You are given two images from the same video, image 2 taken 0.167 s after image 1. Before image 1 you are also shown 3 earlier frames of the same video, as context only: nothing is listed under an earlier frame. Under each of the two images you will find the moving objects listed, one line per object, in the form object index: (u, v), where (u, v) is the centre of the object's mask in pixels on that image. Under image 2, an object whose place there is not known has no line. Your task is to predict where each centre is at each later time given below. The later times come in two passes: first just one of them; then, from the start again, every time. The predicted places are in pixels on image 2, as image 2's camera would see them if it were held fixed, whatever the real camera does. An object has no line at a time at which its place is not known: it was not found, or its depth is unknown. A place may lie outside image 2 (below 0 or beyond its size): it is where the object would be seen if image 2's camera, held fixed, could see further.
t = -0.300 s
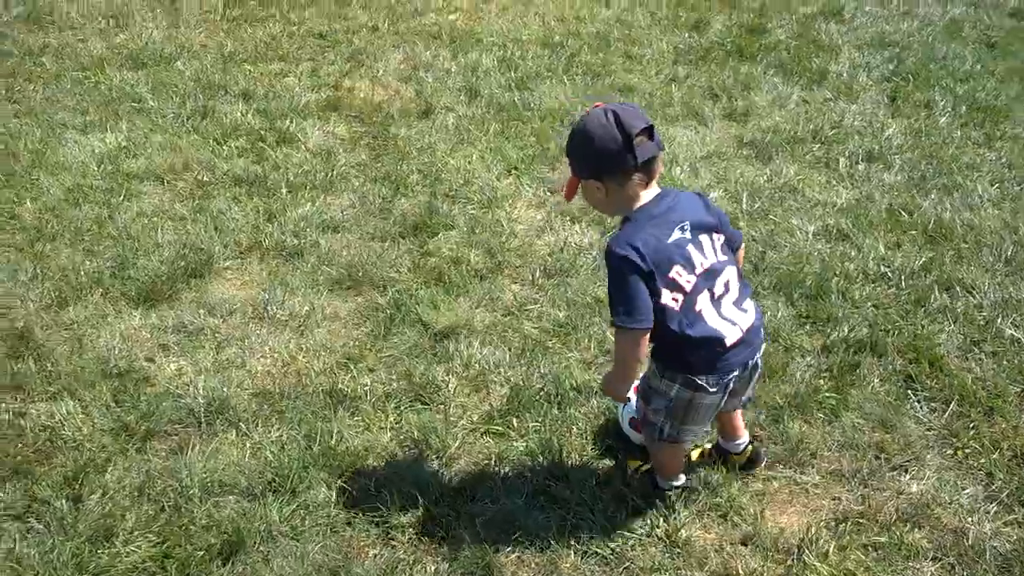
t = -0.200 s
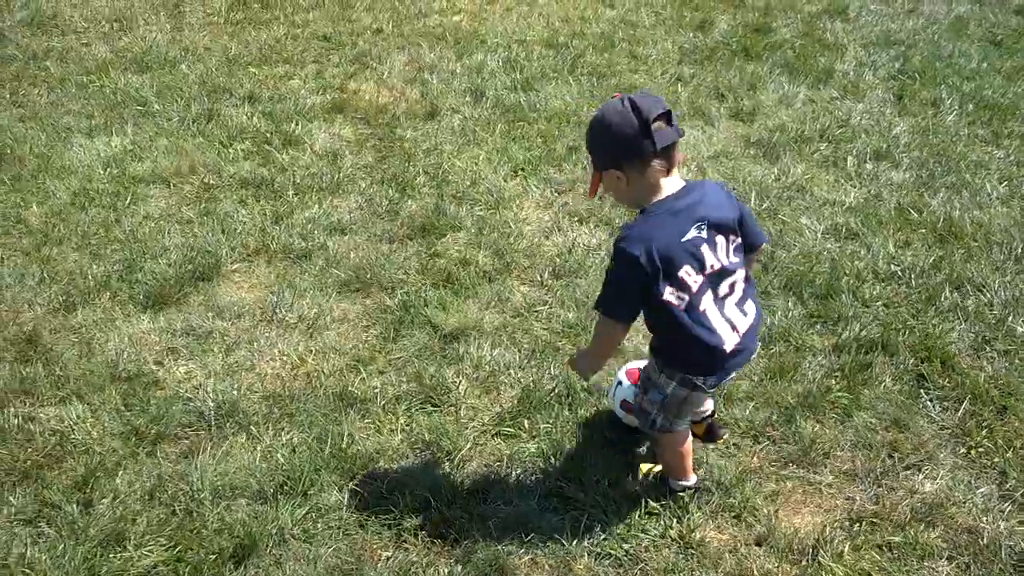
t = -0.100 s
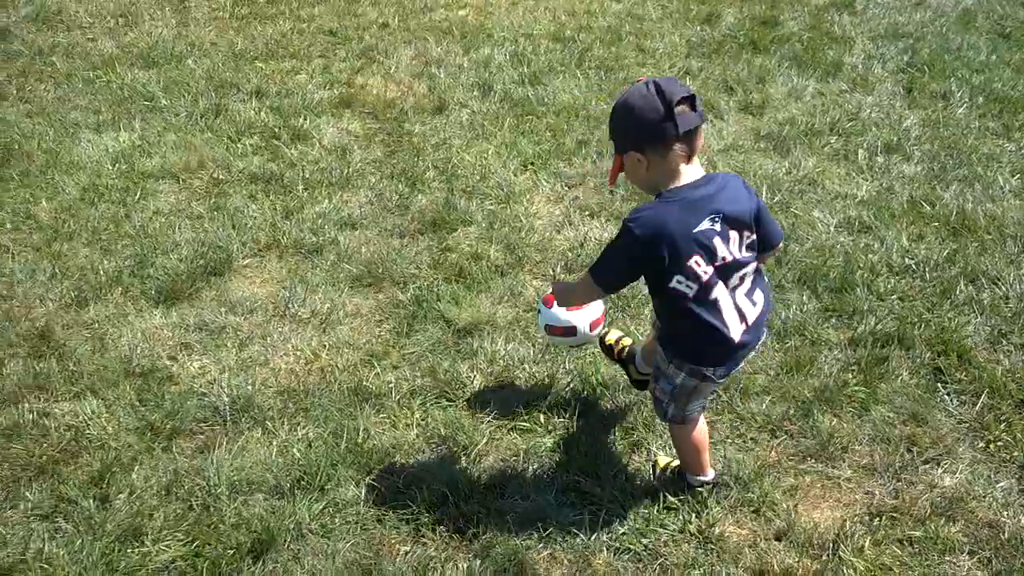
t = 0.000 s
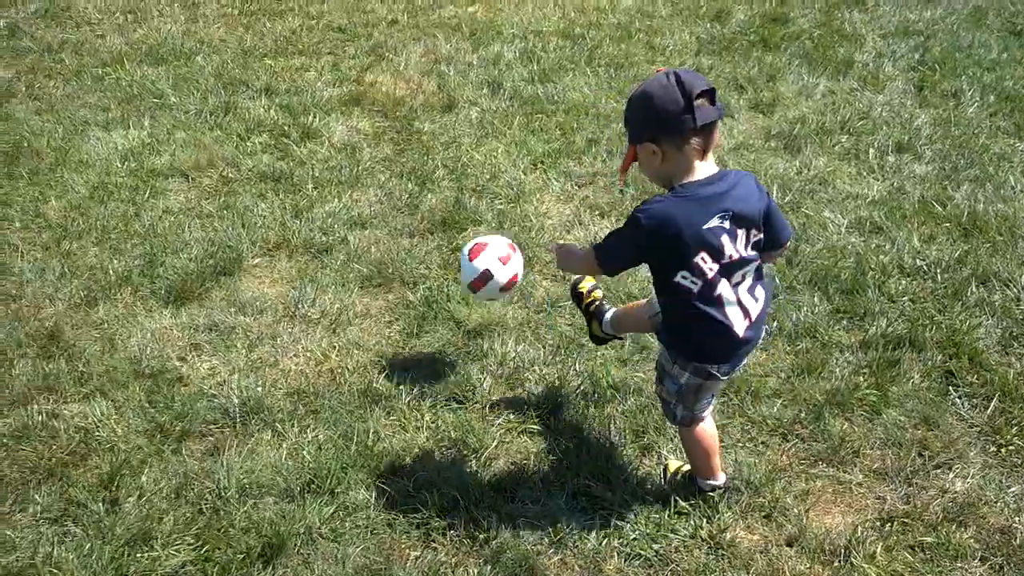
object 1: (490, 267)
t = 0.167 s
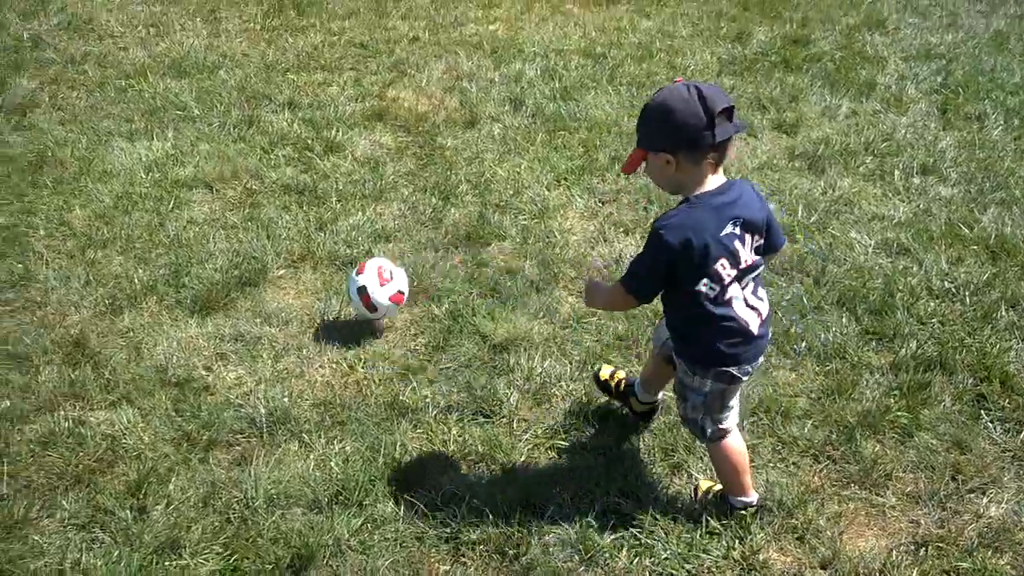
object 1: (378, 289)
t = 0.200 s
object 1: (354, 302)
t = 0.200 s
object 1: (354, 302)
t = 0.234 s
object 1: (339, 289)
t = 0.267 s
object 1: (326, 275)
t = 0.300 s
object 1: (312, 264)
